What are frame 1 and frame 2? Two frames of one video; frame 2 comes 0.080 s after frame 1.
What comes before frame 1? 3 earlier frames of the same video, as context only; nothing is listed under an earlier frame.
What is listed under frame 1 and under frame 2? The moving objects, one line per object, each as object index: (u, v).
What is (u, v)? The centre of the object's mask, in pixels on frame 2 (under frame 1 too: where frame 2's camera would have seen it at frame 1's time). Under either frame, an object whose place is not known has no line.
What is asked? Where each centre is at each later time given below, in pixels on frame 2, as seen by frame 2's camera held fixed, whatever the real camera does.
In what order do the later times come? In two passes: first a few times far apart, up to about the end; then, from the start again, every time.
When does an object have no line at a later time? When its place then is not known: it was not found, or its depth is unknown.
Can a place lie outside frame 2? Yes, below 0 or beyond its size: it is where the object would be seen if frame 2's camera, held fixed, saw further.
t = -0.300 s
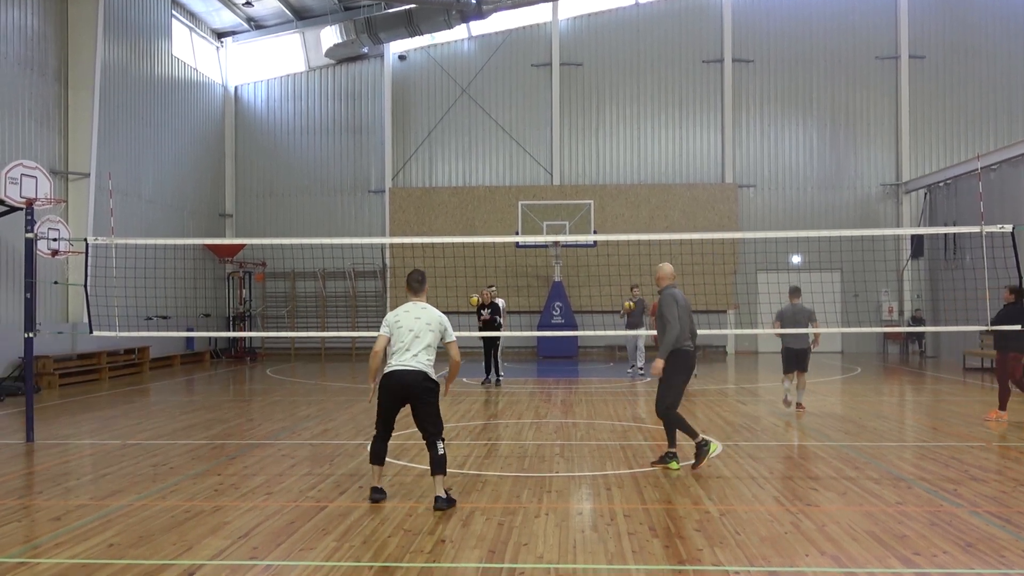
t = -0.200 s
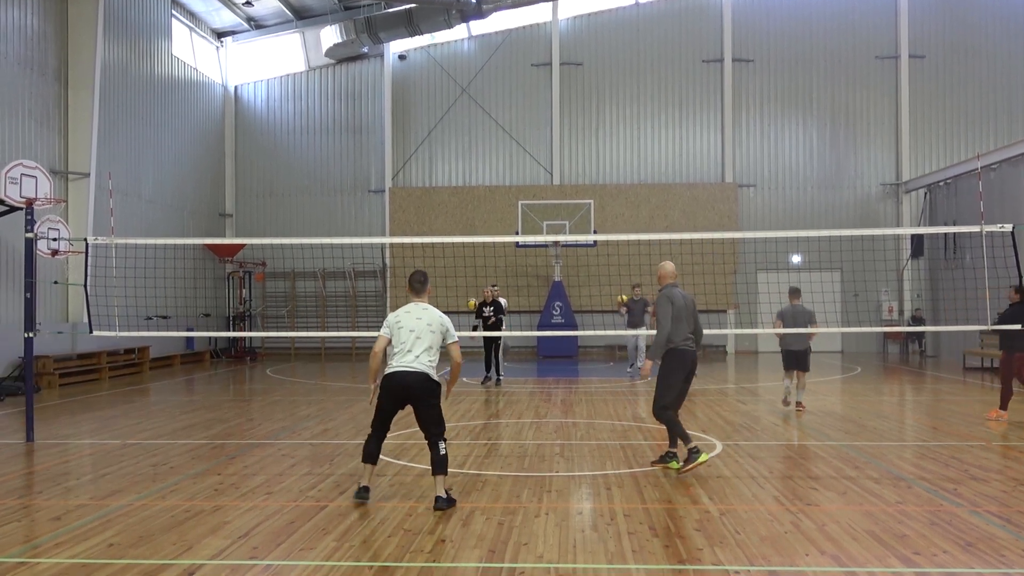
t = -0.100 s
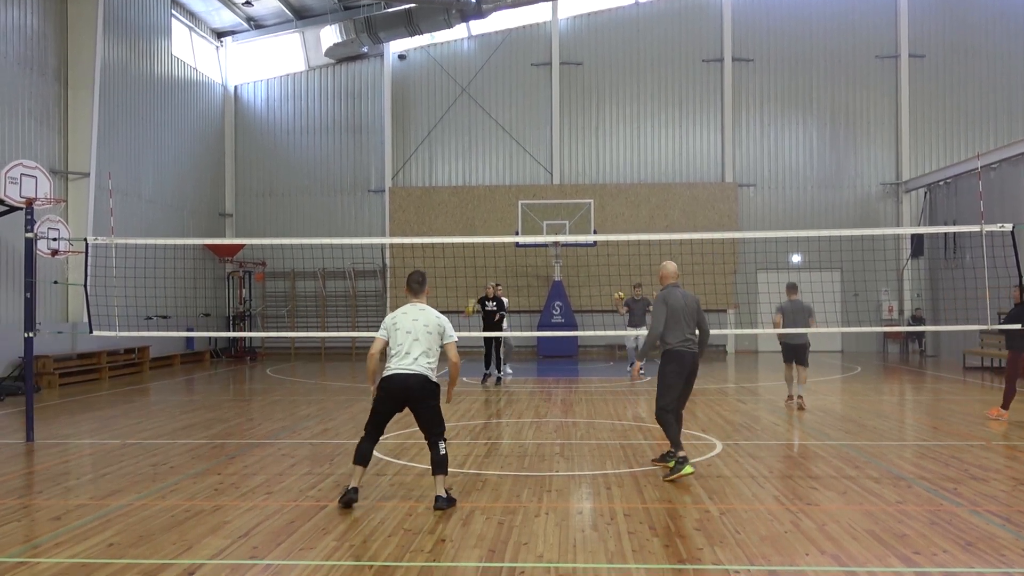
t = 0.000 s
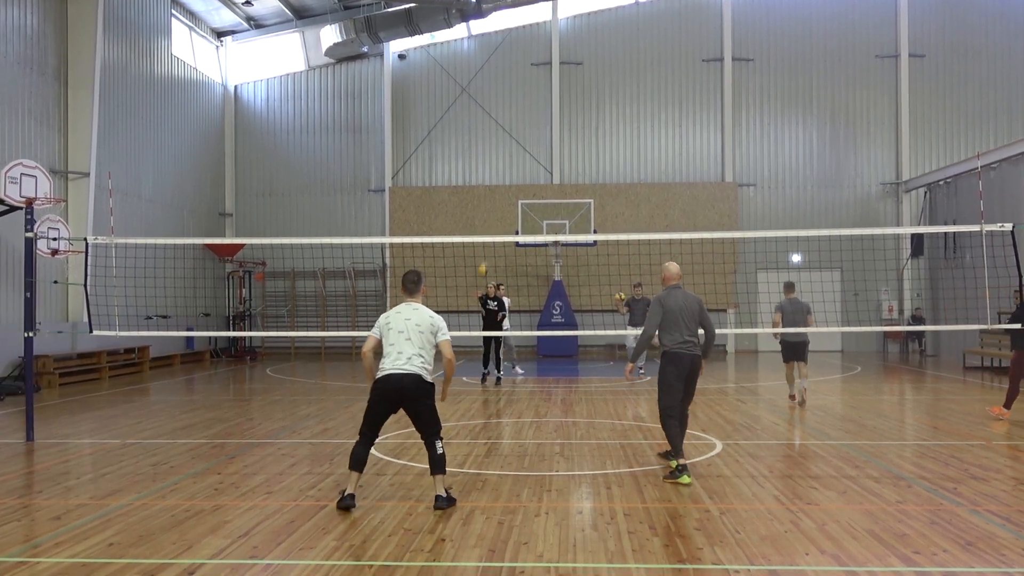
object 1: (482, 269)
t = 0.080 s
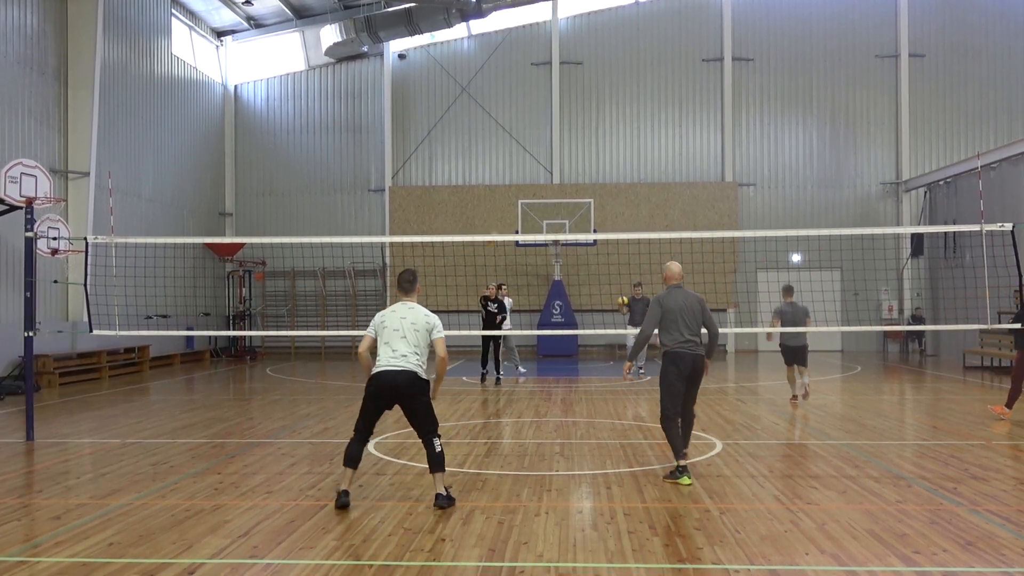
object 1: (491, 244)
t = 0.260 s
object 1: (519, 185)
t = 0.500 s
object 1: (562, 135)
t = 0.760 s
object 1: (617, 125)
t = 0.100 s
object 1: (496, 230)
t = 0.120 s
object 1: (499, 226)
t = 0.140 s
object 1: (502, 221)
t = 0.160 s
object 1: (505, 214)
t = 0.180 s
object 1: (508, 207)
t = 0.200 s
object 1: (511, 201)
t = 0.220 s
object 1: (514, 195)
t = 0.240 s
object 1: (517, 189)
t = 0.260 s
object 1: (519, 185)
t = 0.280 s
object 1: (523, 180)
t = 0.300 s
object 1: (526, 175)
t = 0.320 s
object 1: (530, 170)
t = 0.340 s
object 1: (533, 165)
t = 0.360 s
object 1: (537, 161)
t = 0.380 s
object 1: (541, 156)
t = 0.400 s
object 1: (544, 151)
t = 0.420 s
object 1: (548, 148)
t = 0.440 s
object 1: (551, 145)
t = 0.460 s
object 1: (555, 141)
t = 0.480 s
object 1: (558, 139)
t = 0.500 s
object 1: (562, 135)
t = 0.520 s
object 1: (566, 132)
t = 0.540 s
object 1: (571, 130)
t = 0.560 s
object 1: (574, 128)
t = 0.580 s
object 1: (578, 126)
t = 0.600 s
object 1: (582, 124)
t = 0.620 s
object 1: (586, 123)
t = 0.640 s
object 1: (590, 123)
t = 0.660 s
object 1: (595, 122)
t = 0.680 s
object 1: (599, 122)
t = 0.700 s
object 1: (603, 122)
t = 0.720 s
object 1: (608, 123)
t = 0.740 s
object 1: (611, 124)
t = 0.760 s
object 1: (617, 125)
